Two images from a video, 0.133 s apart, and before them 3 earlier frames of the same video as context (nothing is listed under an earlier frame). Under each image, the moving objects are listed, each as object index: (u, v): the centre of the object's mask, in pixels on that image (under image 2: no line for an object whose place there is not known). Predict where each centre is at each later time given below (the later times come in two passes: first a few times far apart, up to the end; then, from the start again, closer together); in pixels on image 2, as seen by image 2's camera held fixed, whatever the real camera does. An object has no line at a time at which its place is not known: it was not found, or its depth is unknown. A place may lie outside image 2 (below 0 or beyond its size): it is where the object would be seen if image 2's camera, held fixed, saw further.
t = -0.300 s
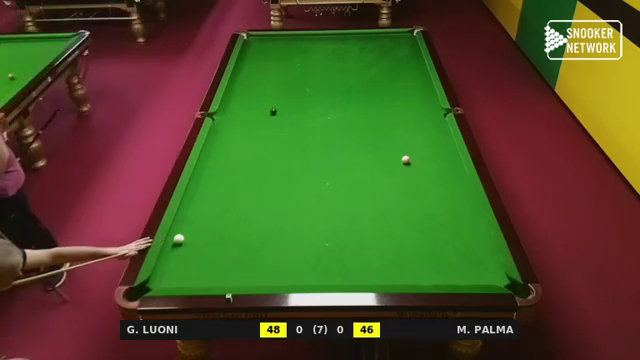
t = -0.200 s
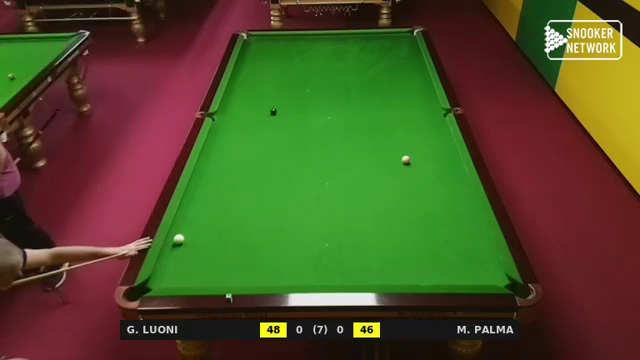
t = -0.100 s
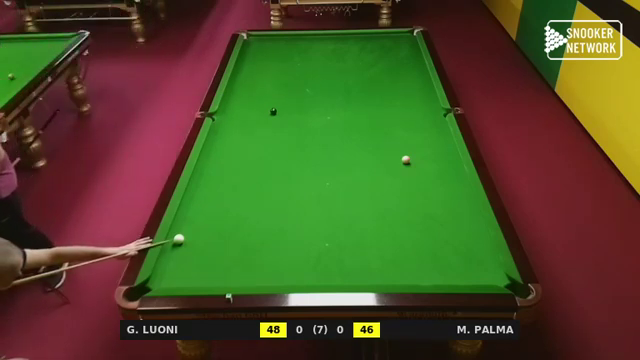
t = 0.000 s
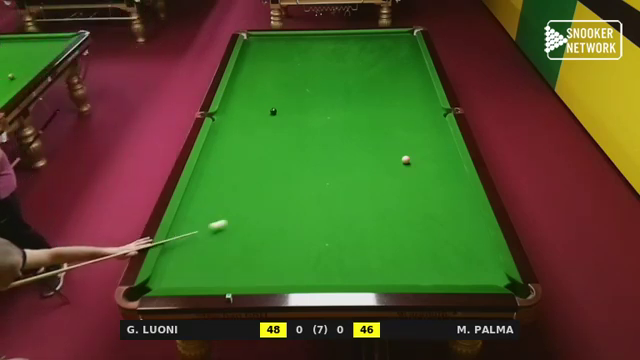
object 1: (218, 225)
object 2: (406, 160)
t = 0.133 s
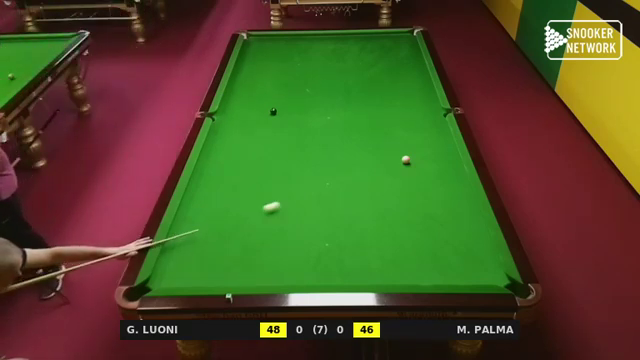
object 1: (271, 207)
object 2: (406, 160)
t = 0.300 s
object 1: (332, 186)
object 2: (406, 160)
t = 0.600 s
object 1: (413, 166)
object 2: (418, 149)
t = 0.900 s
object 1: (458, 170)
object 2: (440, 123)
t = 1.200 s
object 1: (422, 178)
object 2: (415, 108)
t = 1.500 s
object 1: (389, 185)
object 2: (394, 96)
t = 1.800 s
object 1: (356, 193)
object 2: (376, 85)
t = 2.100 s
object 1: (324, 200)
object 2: (360, 75)
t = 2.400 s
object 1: (291, 207)
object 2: (345, 66)
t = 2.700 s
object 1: (260, 214)
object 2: (332, 58)
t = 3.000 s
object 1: (229, 220)
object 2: (321, 51)
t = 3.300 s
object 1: (199, 227)
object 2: (311, 45)
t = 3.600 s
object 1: (174, 233)
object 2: (302, 39)
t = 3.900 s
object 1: (191, 237)
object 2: (294, 35)
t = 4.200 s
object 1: (208, 240)
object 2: (287, 39)
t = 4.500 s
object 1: (223, 243)
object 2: (281, 42)
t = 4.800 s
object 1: (237, 246)
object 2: (275, 45)
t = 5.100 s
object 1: (249, 248)
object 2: (270, 48)
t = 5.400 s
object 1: (260, 251)
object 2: (265, 51)
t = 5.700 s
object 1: (270, 253)
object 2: (261, 54)
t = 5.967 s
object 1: (277, 254)
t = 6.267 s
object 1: (284, 256)
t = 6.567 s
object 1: (289, 257)
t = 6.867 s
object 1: (293, 258)
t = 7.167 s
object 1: (295, 259)
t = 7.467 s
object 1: (296, 259)
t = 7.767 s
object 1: (296, 259)
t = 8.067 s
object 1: (296, 259)
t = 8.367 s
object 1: (296, 259)
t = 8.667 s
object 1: (296, 259)
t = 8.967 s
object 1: (296, 259)
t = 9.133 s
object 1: (296, 259)
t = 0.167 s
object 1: (284, 203)
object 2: (406, 160)
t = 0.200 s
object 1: (296, 198)
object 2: (406, 160)
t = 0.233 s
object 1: (308, 194)
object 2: (406, 160)
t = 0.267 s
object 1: (320, 190)
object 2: (406, 160)
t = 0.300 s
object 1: (332, 186)
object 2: (406, 160)
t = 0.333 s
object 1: (343, 182)
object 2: (406, 160)
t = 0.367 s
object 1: (354, 179)
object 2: (406, 160)
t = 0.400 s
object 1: (365, 175)
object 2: (406, 160)
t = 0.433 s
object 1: (375, 172)
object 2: (406, 160)
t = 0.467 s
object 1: (385, 168)
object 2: (406, 160)
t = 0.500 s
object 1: (396, 164)
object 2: (406, 160)
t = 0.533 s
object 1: (403, 163)
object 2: (408, 156)
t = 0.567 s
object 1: (408, 164)
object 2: (413, 153)
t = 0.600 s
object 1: (413, 166)
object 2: (418, 149)
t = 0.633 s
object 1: (418, 167)
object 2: (422, 145)
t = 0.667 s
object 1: (424, 168)
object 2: (426, 141)
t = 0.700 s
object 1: (429, 168)
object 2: (430, 138)
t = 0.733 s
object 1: (435, 169)
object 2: (434, 135)
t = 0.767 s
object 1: (441, 169)
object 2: (437, 132)
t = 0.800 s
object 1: (447, 169)
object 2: (440, 129)
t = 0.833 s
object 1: (453, 169)
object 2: (443, 127)
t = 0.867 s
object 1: (459, 170)
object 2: (443, 124)
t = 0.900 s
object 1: (458, 170)
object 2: (440, 123)
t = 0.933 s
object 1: (454, 171)
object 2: (436, 121)
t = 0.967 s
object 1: (449, 172)
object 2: (434, 119)
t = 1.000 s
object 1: (445, 173)
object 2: (431, 118)
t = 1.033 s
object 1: (441, 174)
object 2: (428, 116)
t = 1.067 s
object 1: (438, 174)
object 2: (426, 115)
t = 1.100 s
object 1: (434, 175)
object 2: (423, 113)
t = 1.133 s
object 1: (430, 176)
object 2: (420, 111)
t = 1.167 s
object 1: (426, 177)
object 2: (418, 110)
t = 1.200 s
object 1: (422, 178)
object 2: (415, 108)
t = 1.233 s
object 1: (419, 179)
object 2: (413, 107)
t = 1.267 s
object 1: (415, 180)
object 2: (410, 105)
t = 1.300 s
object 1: (411, 180)
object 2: (408, 104)
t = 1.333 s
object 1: (407, 181)
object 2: (405, 103)
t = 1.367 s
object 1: (404, 182)
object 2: (403, 101)
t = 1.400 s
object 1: (400, 183)
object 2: (401, 100)
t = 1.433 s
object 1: (396, 184)
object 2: (398, 98)
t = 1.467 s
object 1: (393, 184)
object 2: (396, 97)
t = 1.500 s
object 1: (389, 185)
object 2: (394, 96)
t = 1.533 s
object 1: (385, 186)
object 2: (392, 95)
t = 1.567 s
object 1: (382, 187)
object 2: (390, 93)
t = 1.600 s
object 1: (378, 188)
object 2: (388, 92)
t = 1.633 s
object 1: (374, 189)
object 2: (386, 91)
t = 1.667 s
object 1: (371, 189)
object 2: (384, 90)
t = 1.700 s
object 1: (367, 190)
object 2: (381, 88)
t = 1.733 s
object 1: (363, 191)
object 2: (379, 87)
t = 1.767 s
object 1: (360, 192)
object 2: (378, 86)
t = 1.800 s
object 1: (356, 193)
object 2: (376, 85)
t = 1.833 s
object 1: (352, 193)
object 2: (374, 83)
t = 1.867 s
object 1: (349, 194)
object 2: (372, 82)
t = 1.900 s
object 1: (345, 195)
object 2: (370, 81)
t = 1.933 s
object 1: (341, 196)
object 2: (368, 80)
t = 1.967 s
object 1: (338, 197)
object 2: (366, 79)
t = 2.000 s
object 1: (334, 198)
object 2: (364, 78)
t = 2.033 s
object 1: (331, 198)
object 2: (363, 77)
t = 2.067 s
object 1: (327, 199)
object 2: (361, 76)
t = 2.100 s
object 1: (324, 200)
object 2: (360, 75)
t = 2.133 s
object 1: (320, 200)
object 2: (358, 74)
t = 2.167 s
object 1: (316, 201)
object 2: (356, 73)
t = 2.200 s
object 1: (313, 202)
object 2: (354, 72)
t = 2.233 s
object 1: (309, 203)
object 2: (352, 71)
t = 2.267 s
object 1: (306, 204)
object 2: (351, 70)
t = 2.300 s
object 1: (302, 204)
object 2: (350, 69)
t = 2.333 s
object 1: (299, 205)
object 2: (348, 68)
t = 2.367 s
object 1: (295, 206)
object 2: (347, 67)
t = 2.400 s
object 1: (291, 207)
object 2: (345, 66)
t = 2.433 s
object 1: (288, 207)
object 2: (343, 65)
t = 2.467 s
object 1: (285, 208)
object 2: (342, 64)
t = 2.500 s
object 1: (281, 209)
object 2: (340, 63)
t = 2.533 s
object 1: (277, 210)
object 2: (339, 63)
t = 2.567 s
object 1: (274, 210)
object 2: (338, 62)
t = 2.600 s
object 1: (271, 211)
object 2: (336, 61)
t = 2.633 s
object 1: (267, 212)
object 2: (335, 60)
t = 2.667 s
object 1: (263, 213)
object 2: (334, 59)
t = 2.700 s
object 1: (260, 214)
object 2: (332, 58)
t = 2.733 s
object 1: (257, 214)
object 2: (331, 57)
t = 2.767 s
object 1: (253, 215)
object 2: (330, 56)
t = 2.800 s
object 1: (250, 216)
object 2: (328, 56)
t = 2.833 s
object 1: (246, 216)
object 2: (327, 55)
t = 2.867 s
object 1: (243, 217)
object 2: (326, 54)
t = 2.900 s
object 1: (239, 218)
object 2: (324, 53)
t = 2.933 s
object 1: (236, 219)
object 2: (323, 53)
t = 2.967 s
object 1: (232, 220)
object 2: (322, 52)
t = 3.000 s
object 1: (229, 220)
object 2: (321, 51)
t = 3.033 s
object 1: (226, 221)
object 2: (320, 50)
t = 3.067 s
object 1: (222, 222)
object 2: (319, 50)
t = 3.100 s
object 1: (219, 223)
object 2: (317, 49)
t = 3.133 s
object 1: (215, 223)
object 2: (316, 48)
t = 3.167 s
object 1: (212, 224)
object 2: (315, 47)
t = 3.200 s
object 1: (209, 225)
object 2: (314, 47)
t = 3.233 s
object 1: (205, 225)
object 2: (313, 46)
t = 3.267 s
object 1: (202, 226)
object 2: (312, 45)
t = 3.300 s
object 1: (199, 227)
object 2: (311, 45)
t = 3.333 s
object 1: (195, 228)
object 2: (310, 44)
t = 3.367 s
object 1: (192, 229)
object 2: (309, 43)
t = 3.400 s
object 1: (189, 229)
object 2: (308, 43)
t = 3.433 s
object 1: (185, 230)
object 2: (307, 42)
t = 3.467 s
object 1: (182, 230)
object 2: (306, 42)
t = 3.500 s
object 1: (179, 231)
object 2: (305, 41)
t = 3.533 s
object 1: (175, 232)
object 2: (303, 40)
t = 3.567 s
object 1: (172, 233)
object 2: (302, 39)
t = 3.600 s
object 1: (174, 233)
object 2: (302, 39)
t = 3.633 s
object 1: (176, 234)
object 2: (300, 38)
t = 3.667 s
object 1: (178, 234)
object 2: (300, 38)
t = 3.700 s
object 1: (180, 234)
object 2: (299, 37)
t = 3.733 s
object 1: (182, 235)
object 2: (298, 36)
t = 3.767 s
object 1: (184, 235)
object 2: (297, 36)
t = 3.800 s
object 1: (186, 235)
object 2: (296, 35)
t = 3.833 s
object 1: (188, 236)
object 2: (295, 35)
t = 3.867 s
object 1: (190, 236)
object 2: (295, 35)
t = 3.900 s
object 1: (191, 237)
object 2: (294, 35)
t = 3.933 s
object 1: (194, 237)
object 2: (293, 36)
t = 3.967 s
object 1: (195, 237)
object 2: (292, 36)
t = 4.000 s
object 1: (197, 238)
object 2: (291, 36)
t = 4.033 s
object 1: (199, 238)
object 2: (291, 37)
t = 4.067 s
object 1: (201, 238)
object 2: (290, 37)
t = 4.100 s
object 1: (203, 239)
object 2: (289, 37)
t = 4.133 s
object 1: (204, 239)
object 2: (288, 38)
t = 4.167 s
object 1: (206, 239)
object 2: (288, 39)
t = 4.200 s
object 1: (208, 240)
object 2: (287, 39)
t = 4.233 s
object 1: (210, 240)
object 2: (286, 39)
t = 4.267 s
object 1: (211, 240)
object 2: (286, 39)
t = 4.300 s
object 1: (213, 240)
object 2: (285, 40)
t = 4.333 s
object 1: (215, 241)
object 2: (284, 40)
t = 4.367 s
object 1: (216, 241)
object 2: (284, 41)
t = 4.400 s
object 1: (218, 242)
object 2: (283, 41)
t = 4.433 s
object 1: (220, 242)
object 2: (282, 41)
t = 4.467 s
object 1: (221, 242)
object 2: (281, 41)
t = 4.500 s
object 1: (223, 243)
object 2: (281, 42)
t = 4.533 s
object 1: (224, 243)
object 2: (280, 42)
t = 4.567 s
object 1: (226, 244)
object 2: (280, 43)
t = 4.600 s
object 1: (228, 244)
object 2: (279, 43)
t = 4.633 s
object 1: (229, 244)
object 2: (278, 44)
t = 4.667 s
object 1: (231, 245)
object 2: (278, 44)
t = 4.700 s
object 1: (232, 245)
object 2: (277, 44)
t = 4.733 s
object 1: (233, 245)
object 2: (276, 45)
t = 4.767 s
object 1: (235, 245)
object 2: (276, 45)
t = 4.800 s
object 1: (237, 246)
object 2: (275, 45)
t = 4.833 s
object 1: (238, 246)
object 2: (275, 46)
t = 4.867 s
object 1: (239, 247)
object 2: (274, 46)
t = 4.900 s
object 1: (241, 247)
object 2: (273, 46)
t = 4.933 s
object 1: (242, 247)
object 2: (273, 46)
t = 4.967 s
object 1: (243, 247)
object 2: (272, 47)
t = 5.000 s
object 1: (245, 248)
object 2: (272, 47)
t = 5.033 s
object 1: (246, 248)
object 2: (271, 48)
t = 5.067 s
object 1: (248, 248)
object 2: (271, 48)
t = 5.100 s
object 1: (249, 248)
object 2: (270, 48)
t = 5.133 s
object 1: (250, 249)
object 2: (269, 49)
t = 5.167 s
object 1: (252, 249)
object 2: (269, 49)
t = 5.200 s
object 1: (253, 249)
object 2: (268, 49)
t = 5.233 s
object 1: (254, 249)
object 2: (268, 49)
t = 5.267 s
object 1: (255, 250)
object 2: (267, 50)
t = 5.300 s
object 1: (256, 250)
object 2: (267, 50)
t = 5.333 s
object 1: (258, 250)
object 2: (266, 50)
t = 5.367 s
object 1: (259, 250)
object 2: (266, 51)
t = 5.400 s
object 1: (260, 251)
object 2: (265, 51)
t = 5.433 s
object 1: (261, 251)
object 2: (264, 51)
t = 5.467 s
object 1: (262, 251)
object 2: (264, 51)
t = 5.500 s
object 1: (263, 252)
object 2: (264, 52)
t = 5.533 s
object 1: (264, 252)
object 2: (263, 52)
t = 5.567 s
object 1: (266, 252)
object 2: (263, 52)
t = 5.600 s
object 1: (266, 252)
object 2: (262, 53)
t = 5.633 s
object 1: (267, 253)
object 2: (262, 53)
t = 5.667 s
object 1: (269, 253)
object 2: (261, 53)
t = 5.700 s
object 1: (270, 253)
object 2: (261, 54)
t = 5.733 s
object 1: (271, 253)
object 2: (260, 54)
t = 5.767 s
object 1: (272, 253)
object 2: (260, 54)
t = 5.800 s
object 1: (273, 253)
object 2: (260, 54)
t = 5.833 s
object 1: (273, 254)
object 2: (259, 54)
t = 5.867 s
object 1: (274, 254)
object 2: (259, 55)
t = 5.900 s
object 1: (275, 254)
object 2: (258, 55)
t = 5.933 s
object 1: (276, 254)
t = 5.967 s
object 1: (277, 254)
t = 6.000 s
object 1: (278, 255)
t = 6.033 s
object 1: (279, 255)
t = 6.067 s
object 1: (279, 255)
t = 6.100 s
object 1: (280, 255)
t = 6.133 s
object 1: (281, 255)
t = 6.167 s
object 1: (282, 256)
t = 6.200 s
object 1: (282, 256)
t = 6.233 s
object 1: (283, 256)
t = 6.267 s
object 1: (284, 256)
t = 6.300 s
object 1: (284, 256)
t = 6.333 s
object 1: (285, 256)
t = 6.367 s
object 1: (286, 257)
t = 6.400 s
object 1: (286, 257)
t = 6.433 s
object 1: (287, 257)
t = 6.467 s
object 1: (287, 257)
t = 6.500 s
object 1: (288, 257)
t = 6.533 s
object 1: (288, 257)
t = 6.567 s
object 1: (289, 257)
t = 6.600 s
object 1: (289, 258)
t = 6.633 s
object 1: (290, 258)
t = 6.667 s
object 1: (290, 258)
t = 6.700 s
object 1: (291, 258)
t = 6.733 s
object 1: (291, 258)
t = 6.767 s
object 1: (292, 258)
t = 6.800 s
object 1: (292, 258)
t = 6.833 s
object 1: (292, 258)
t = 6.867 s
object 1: (293, 258)
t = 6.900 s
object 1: (293, 258)
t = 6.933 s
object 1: (294, 258)
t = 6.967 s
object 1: (294, 258)
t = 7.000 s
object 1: (294, 258)
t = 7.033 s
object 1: (294, 258)
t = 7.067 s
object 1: (294, 259)
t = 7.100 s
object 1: (295, 259)
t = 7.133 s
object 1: (295, 259)
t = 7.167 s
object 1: (295, 259)
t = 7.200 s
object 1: (295, 259)
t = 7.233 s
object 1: (295, 259)
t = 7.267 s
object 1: (296, 259)
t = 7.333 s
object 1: (296, 259)
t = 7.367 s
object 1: (296, 259)
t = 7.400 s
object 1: (296, 259)
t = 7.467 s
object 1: (296, 259)
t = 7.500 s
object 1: (296, 259)
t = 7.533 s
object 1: (296, 259)
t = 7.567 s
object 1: (296, 259)
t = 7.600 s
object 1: (296, 259)
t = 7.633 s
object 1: (296, 259)
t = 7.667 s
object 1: (296, 259)
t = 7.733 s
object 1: (296, 259)
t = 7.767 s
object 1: (296, 259)
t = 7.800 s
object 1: (296, 259)
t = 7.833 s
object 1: (296, 259)
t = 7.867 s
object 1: (296, 259)
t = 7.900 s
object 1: (296, 259)
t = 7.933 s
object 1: (296, 259)
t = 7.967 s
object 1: (296, 259)
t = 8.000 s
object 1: (296, 259)
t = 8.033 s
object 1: (296, 259)
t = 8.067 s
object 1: (296, 259)
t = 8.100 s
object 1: (296, 259)
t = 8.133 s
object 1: (296, 259)
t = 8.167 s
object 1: (296, 259)
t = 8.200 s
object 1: (296, 259)
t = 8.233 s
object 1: (296, 259)
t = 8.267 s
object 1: (296, 259)
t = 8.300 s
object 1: (296, 259)
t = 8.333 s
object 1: (296, 259)
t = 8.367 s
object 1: (296, 259)
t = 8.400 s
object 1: (296, 259)
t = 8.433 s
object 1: (296, 259)
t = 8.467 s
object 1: (296, 259)
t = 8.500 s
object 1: (296, 259)
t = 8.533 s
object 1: (296, 259)
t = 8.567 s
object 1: (296, 259)
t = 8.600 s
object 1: (296, 259)
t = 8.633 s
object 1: (296, 259)
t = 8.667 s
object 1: (296, 259)
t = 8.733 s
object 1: (296, 259)
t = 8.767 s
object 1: (296, 259)
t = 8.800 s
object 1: (296, 259)
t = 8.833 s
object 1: (296, 259)
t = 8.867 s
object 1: (296, 259)
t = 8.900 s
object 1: (296, 259)
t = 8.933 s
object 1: (296, 259)
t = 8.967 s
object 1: (296, 259)
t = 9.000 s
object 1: (296, 259)
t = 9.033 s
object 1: (296, 259)
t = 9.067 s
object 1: (296, 259)
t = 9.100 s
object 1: (296, 259)
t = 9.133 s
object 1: (296, 259)
